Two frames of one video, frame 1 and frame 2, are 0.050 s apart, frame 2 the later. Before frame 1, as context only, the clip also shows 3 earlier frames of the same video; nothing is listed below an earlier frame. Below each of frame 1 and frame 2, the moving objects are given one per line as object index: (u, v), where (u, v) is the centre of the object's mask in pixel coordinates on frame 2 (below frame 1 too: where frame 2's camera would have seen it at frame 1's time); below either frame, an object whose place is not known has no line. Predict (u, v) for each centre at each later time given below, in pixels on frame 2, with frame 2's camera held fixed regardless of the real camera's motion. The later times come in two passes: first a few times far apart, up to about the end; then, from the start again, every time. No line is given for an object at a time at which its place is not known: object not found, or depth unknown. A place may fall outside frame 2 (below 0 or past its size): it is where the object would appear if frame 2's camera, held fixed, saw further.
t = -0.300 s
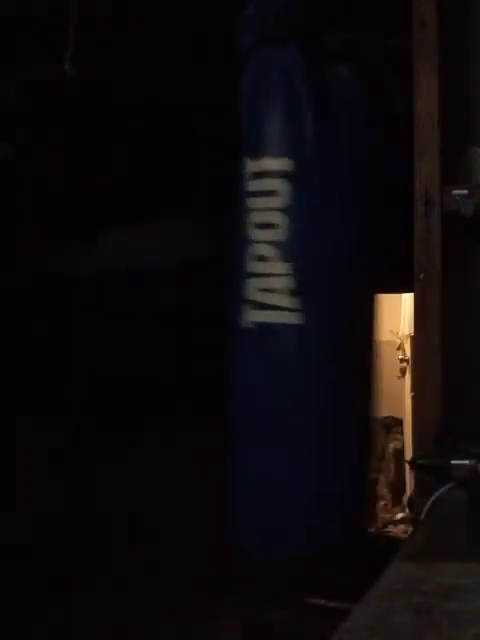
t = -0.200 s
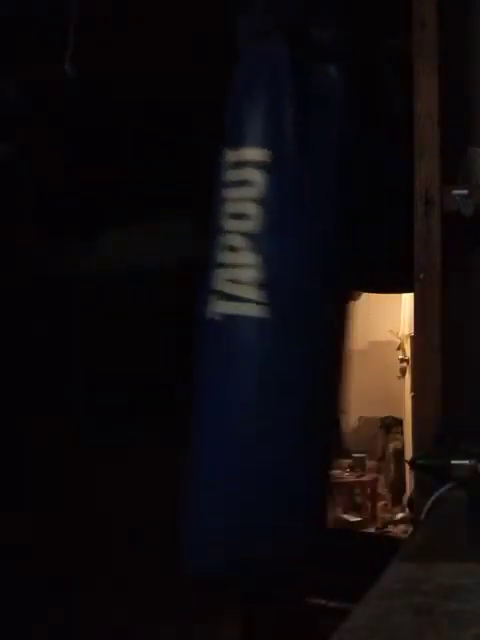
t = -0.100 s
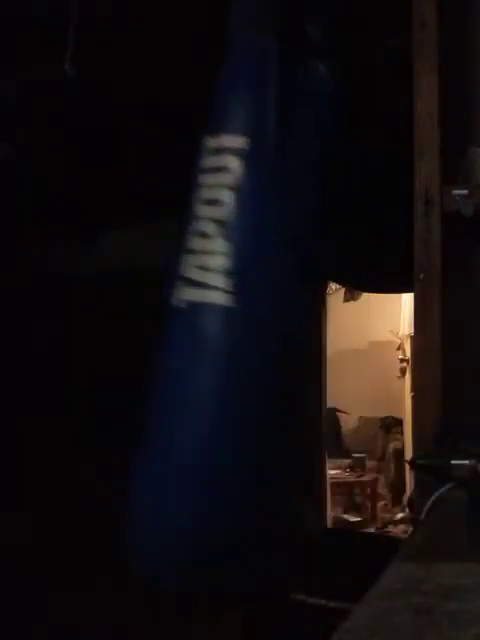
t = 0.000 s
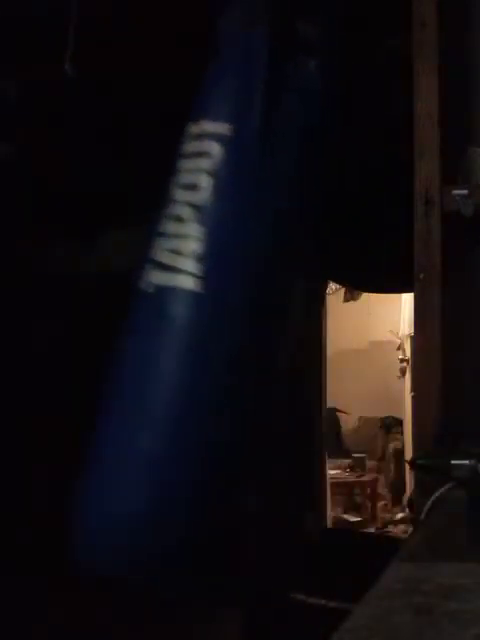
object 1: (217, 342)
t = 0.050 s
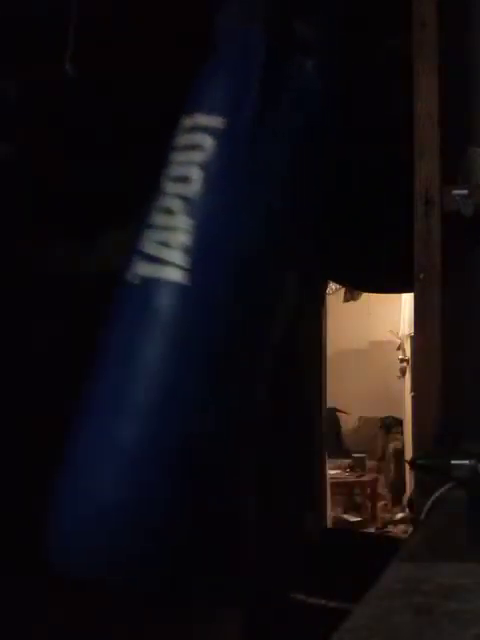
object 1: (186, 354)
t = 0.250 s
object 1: (158, 336)
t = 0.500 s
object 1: (166, 343)
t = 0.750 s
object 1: (246, 324)
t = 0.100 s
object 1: (179, 346)
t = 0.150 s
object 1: (166, 348)
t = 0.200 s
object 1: (162, 340)
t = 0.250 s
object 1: (158, 336)
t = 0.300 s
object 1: (155, 339)
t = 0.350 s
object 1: (155, 338)
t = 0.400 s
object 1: (153, 341)
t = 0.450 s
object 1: (158, 343)
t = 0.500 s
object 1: (166, 343)
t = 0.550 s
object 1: (179, 334)
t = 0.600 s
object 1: (195, 329)
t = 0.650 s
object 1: (213, 331)
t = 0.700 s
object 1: (230, 330)
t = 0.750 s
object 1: (246, 324)
